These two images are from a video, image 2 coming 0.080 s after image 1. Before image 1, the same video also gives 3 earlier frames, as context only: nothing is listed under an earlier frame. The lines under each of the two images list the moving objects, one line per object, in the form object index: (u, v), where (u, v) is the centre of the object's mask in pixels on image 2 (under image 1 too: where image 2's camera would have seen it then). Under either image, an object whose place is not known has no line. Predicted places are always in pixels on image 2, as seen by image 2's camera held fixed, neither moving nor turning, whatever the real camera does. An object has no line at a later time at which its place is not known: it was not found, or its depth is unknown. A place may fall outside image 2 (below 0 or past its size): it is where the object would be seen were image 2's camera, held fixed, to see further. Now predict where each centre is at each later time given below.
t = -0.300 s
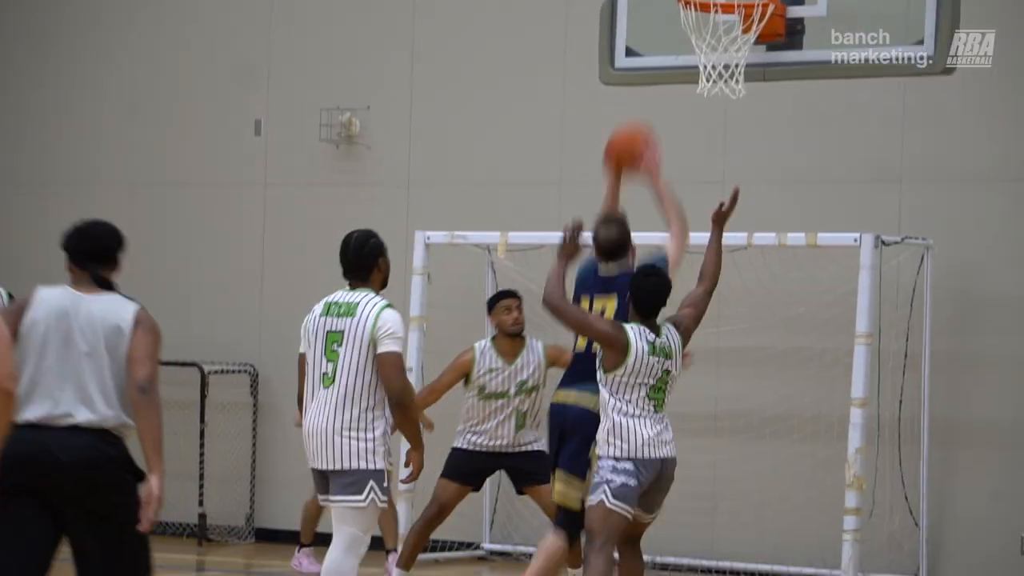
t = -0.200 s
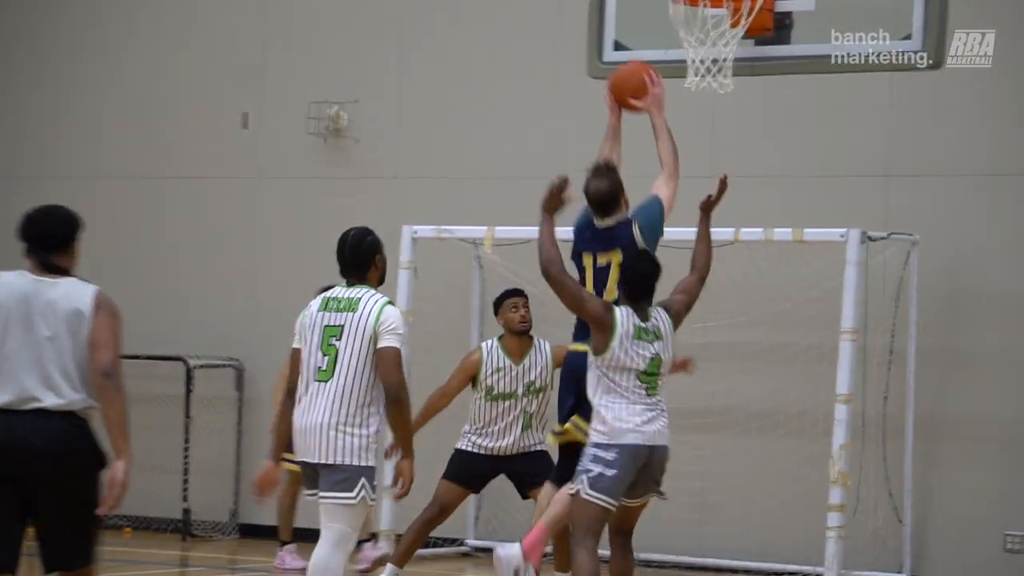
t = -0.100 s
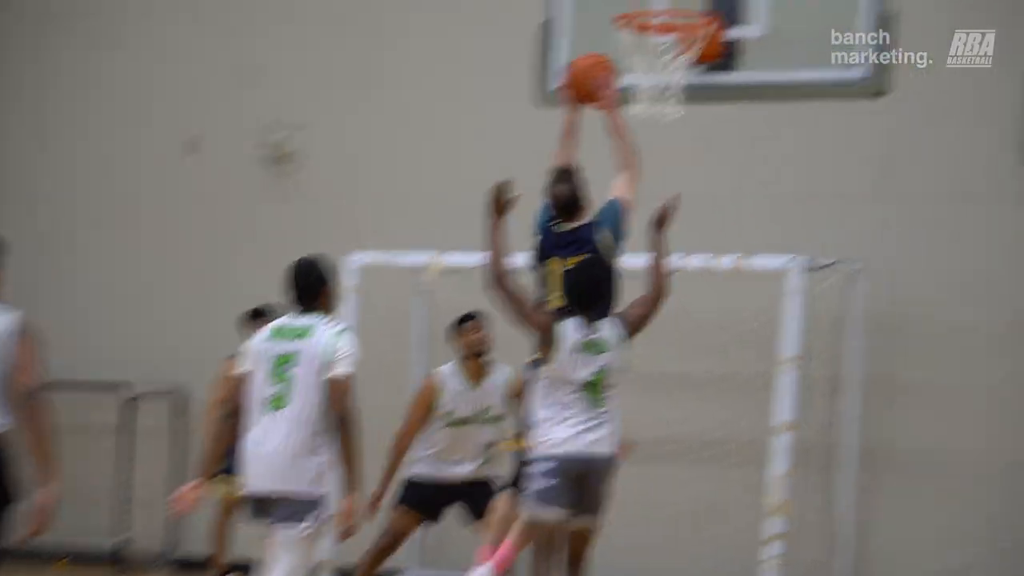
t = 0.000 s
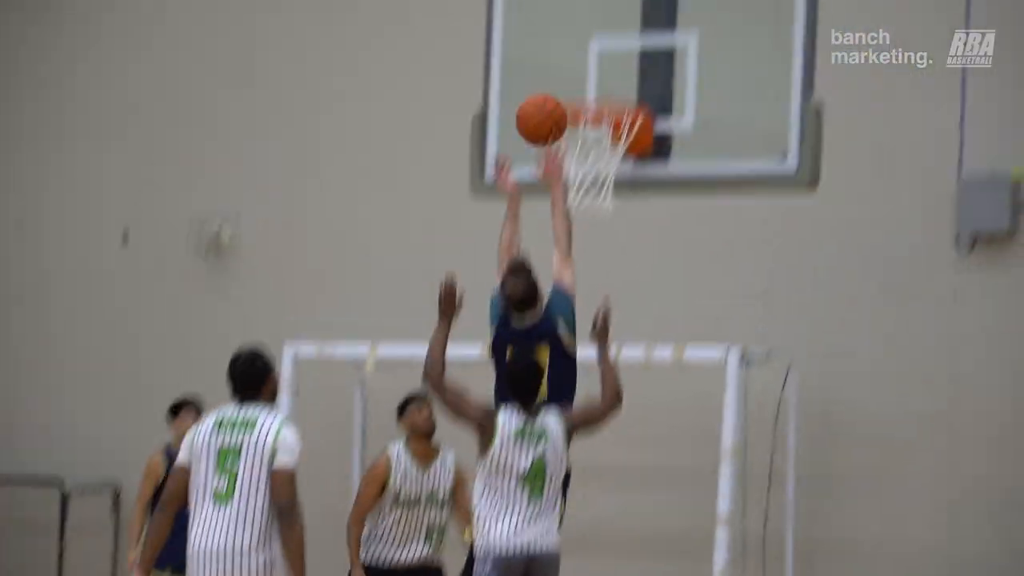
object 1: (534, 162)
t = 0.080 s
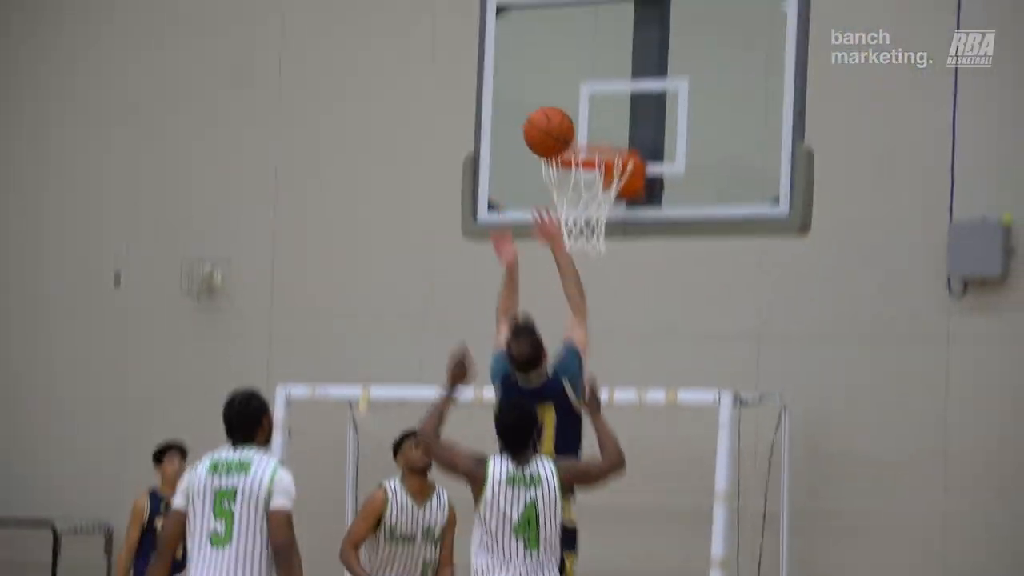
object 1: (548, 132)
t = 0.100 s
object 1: (552, 126)
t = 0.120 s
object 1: (556, 121)
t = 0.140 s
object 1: (560, 117)
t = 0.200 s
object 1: (571, 111)
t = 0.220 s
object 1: (575, 110)
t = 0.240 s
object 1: (578, 110)
